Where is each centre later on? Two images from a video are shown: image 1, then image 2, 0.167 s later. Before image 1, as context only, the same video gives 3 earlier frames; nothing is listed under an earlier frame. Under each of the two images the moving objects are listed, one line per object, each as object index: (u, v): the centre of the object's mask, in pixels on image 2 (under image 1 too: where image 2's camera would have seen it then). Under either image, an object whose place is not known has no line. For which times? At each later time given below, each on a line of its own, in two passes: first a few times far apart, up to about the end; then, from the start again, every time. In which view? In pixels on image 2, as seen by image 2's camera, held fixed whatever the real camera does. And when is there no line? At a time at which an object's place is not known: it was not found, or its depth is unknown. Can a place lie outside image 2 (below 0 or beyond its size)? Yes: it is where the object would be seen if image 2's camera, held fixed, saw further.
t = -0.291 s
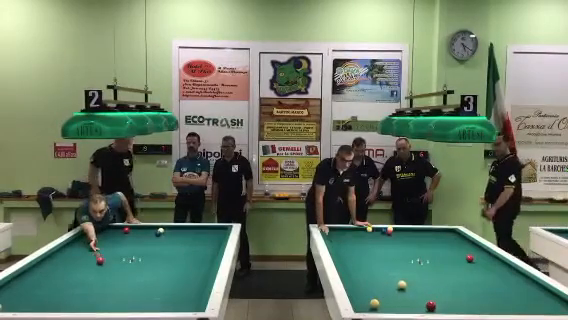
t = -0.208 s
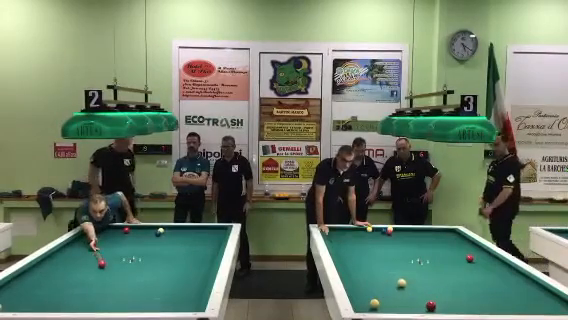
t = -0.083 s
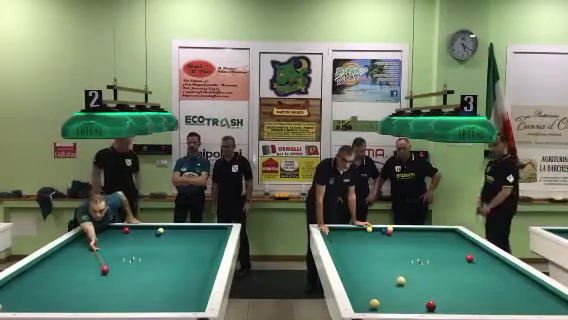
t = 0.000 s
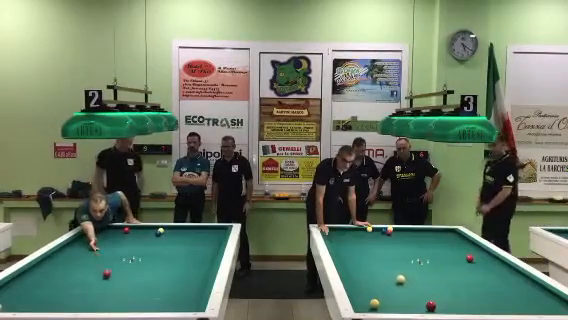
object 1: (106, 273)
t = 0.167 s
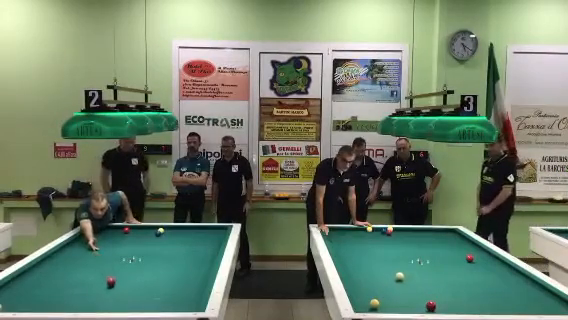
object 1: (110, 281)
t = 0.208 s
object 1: (112, 284)
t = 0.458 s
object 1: (119, 299)
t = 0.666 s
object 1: (129, 307)
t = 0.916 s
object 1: (150, 297)
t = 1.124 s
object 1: (165, 291)
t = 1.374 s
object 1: (182, 282)
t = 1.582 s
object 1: (194, 277)
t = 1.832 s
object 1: (207, 271)
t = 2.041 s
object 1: (204, 266)
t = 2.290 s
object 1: (201, 262)
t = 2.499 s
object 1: (199, 259)
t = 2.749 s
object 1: (196, 254)
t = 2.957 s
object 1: (194, 251)
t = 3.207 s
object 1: (191, 247)
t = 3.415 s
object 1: (188, 245)
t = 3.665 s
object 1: (187, 242)
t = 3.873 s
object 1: (185, 239)
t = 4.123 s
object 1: (183, 237)
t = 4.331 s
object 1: (181, 234)
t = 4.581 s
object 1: (179, 232)
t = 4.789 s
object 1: (178, 230)
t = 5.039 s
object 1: (175, 228)
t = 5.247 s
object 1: (173, 227)
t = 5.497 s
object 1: (170, 228)
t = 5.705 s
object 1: (165, 229)
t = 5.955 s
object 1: (164, 230)
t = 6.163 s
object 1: (164, 230)
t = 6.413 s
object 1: (163, 230)
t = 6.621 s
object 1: (163, 230)
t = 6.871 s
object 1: (162, 230)
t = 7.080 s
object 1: (162, 230)
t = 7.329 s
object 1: (162, 230)
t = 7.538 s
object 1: (162, 231)
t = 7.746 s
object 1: (162, 231)
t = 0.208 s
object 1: (112, 284)
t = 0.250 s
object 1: (113, 286)
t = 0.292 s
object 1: (114, 289)
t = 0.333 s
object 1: (115, 292)
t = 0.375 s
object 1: (116, 294)
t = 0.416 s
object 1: (118, 297)
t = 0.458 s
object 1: (119, 299)
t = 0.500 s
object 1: (120, 302)
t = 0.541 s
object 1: (121, 304)
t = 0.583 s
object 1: (123, 307)
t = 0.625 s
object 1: (124, 308)
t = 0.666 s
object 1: (129, 307)
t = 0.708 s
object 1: (133, 306)
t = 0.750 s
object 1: (136, 304)
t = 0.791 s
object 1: (140, 303)
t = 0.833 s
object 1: (143, 300)
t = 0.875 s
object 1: (147, 298)
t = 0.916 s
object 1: (150, 297)
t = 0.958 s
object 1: (153, 296)
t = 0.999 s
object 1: (156, 295)
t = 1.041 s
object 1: (159, 293)
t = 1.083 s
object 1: (162, 292)
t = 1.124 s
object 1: (165, 291)
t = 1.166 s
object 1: (168, 289)
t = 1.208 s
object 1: (171, 288)
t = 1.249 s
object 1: (174, 286)
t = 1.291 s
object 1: (176, 285)
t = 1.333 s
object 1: (179, 284)
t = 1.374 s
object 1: (182, 282)
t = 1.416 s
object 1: (184, 281)
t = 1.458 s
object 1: (186, 280)
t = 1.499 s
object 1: (189, 279)
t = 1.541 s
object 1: (191, 278)
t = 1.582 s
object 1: (194, 277)
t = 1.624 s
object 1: (196, 276)
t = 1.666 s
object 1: (199, 276)
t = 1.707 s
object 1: (201, 274)
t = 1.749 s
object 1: (203, 273)
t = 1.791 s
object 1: (205, 272)
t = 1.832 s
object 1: (207, 271)
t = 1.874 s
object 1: (207, 270)
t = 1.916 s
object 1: (207, 269)
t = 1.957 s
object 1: (206, 269)
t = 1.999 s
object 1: (205, 268)
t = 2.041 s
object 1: (204, 266)
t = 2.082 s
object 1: (204, 266)
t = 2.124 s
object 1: (203, 265)
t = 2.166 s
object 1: (203, 264)
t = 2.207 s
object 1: (202, 264)
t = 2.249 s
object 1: (202, 263)
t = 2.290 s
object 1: (201, 262)
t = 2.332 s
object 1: (201, 262)
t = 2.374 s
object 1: (200, 261)
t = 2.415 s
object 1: (200, 260)
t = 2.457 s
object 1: (200, 260)
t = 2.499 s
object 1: (199, 259)
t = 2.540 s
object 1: (198, 259)
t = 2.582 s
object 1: (198, 257)
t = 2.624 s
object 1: (197, 257)
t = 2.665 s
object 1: (197, 256)
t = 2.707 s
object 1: (197, 256)
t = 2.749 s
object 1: (196, 254)
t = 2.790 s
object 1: (195, 253)
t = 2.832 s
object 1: (195, 253)
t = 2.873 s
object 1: (194, 252)
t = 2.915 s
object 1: (194, 251)
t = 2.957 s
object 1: (194, 251)
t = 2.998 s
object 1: (193, 250)
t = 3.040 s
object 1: (193, 250)
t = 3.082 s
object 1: (192, 249)
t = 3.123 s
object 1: (192, 249)
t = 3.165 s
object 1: (191, 248)
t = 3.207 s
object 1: (191, 247)
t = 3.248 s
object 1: (191, 247)
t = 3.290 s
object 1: (190, 246)
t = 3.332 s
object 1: (190, 246)
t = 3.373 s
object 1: (189, 245)
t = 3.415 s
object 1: (188, 245)
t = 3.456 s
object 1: (188, 244)
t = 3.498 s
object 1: (188, 243)
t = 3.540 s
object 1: (187, 243)
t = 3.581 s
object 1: (188, 243)
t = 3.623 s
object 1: (187, 242)
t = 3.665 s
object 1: (187, 242)
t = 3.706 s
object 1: (186, 242)
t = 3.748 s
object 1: (186, 241)
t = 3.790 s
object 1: (186, 240)
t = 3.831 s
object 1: (185, 240)
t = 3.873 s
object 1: (185, 239)
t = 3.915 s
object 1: (185, 239)
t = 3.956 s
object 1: (184, 238)
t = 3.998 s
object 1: (183, 238)
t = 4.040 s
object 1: (183, 237)
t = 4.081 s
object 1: (183, 237)
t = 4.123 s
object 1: (183, 237)
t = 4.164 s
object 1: (182, 236)
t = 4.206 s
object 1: (182, 236)
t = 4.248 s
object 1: (182, 236)
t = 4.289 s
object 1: (182, 236)
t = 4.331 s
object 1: (181, 234)
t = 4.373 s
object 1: (181, 234)
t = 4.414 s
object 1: (181, 234)
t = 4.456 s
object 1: (181, 234)
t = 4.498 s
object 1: (180, 233)
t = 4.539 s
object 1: (179, 232)
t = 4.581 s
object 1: (179, 232)
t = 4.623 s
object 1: (179, 232)
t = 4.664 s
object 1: (178, 231)
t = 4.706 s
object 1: (178, 231)
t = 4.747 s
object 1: (178, 230)
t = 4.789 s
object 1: (178, 230)
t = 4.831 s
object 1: (178, 230)
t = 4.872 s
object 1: (177, 229)
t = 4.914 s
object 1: (177, 229)
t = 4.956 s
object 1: (176, 228)
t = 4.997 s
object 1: (176, 228)
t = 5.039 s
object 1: (175, 228)
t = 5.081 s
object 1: (175, 227)
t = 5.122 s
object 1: (174, 227)
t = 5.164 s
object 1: (174, 227)
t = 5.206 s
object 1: (174, 227)
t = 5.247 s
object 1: (173, 227)
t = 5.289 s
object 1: (172, 227)
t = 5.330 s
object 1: (172, 227)
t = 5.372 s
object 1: (171, 228)
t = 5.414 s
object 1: (170, 228)
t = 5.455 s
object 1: (170, 228)
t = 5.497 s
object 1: (170, 228)
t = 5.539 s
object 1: (168, 228)
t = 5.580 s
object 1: (167, 228)
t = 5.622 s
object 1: (166, 229)
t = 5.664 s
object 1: (166, 229)
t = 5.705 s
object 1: (165, 229)
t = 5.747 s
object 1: (165, 229)
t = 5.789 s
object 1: (164, 230)
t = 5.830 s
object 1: (164, 230)
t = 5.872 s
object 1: (164, 230)
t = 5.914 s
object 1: (164, 230)
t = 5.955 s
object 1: (164, 230)
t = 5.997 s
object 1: (164, 230)
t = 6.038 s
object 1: (164, 230)
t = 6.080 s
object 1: (164, 230)
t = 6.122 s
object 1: (164, 230)
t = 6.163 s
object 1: (164, 230)
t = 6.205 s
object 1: (164, 230)
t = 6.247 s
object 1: (164, 230)
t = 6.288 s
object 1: (163, 230)
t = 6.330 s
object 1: (163, 230)
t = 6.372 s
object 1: (163, 230)
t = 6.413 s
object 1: (163, 230)
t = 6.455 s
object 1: (163, 230)
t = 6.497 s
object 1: (163, 230)
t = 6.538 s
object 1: (163, 230)
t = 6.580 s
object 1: (163, 230)
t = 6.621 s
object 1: (163, 230)
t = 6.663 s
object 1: (163, 230)
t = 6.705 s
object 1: (163, 230)
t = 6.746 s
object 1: (163, 230)
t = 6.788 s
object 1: (163, 230)
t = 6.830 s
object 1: (163, 230)
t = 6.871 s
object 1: (162, 230)
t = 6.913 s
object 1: (162, 230)
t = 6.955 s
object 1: (162, 230)
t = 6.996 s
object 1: (163, 230)
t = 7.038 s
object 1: (162, 230)
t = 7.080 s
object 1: (162, 230)
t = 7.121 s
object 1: (162, 230)
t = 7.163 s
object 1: (162, 230)
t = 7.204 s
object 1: (162, 230)
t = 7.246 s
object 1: (162, 230)
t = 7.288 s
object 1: (162, 230)
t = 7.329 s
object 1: (162, 230)
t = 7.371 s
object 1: (162, 230)
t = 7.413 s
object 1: (162, 230)
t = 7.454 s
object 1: (162, 230)
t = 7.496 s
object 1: (162, 230)
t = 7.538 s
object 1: (162, 231)
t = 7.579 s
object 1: (162, 231)
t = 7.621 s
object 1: (162, 231)
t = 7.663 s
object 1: (162, 231)
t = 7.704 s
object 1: (162, 231)
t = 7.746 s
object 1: (162, 231)
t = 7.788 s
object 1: (162, 231)
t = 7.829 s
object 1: (162, 231)
